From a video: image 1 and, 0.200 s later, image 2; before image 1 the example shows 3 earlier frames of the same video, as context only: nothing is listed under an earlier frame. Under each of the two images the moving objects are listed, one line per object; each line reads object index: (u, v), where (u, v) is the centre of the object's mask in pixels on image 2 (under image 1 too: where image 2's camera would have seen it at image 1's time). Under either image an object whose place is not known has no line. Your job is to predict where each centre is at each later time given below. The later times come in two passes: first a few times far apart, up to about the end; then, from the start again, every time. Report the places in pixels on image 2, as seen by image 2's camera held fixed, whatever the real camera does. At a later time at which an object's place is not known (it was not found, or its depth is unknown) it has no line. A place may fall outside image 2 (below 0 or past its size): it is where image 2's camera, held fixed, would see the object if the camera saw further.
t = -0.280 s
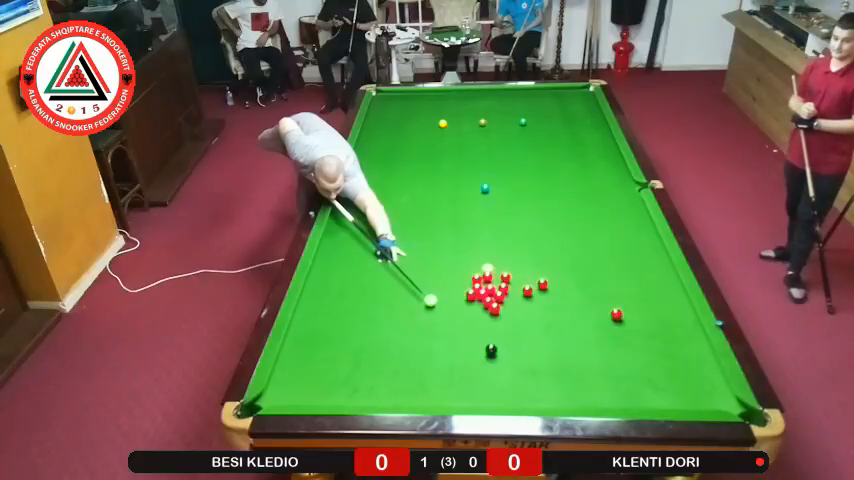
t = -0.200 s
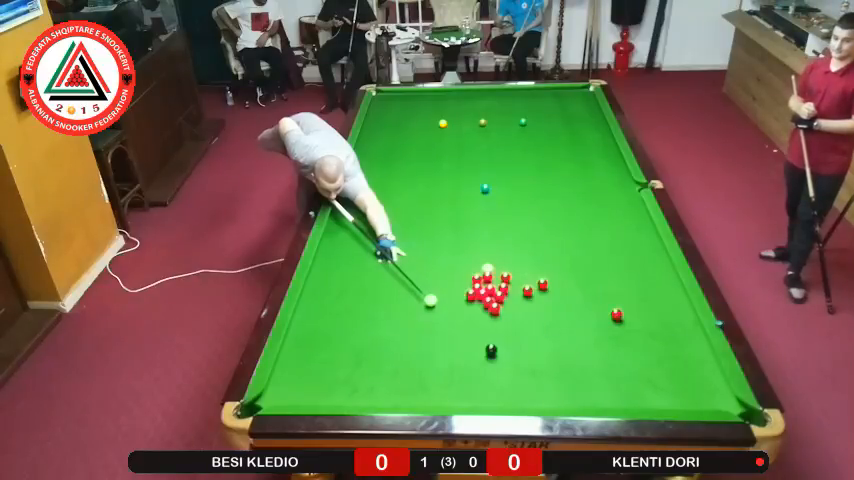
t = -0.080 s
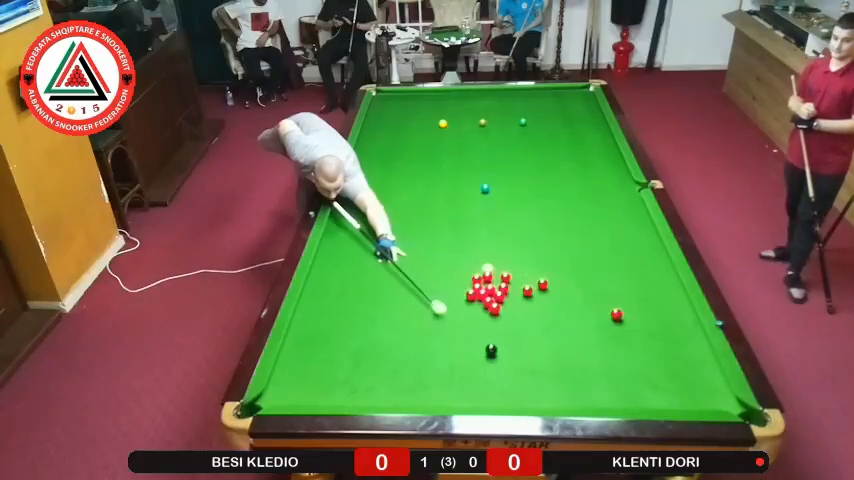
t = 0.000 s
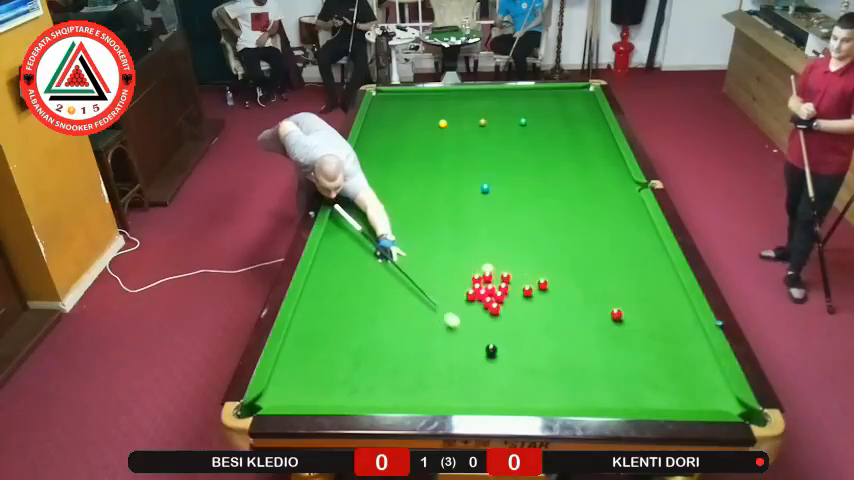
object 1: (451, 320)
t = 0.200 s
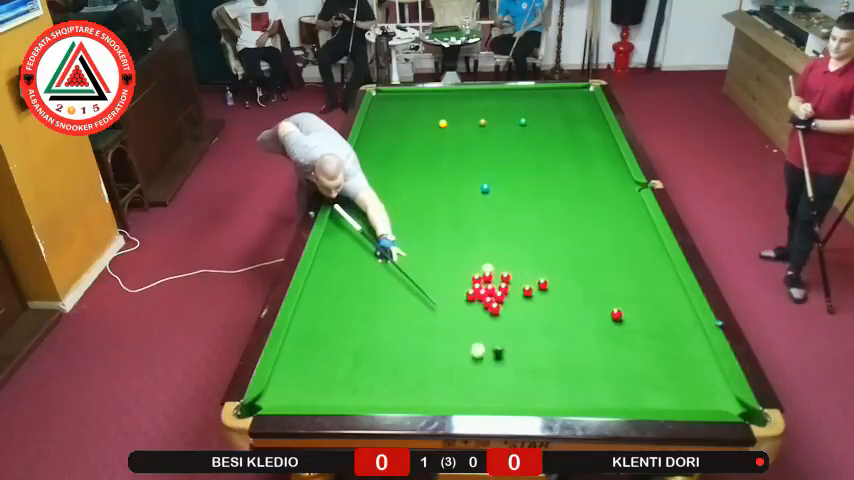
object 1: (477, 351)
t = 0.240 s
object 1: (477, 356)
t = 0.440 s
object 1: (478, 383)
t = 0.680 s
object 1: (477, 388)
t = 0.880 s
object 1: (474, 370)
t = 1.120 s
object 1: (471, 351)
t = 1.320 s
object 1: (468, 336)
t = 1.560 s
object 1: (466, 321)
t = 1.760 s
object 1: (463, 310)
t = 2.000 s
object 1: (461, 298)
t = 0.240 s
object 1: (477, 356)
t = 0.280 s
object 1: (477, 361)
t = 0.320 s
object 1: (477, 366)
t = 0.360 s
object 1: (477, 371)
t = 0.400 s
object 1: (478, 377)
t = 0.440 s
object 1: (478, 383)
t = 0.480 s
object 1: (478, 389)
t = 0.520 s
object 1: (478, 394)
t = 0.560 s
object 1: (479, 398)
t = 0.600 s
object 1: (478, 395)
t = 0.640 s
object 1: (477, 391)
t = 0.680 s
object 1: (477, 388)
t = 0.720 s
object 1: (476, 384)
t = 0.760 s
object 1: (476, 381)
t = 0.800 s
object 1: (475, 377)
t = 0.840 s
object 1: (474, 373)
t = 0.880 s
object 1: (474, 370)
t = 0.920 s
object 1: (473, 367)
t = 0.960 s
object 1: (473, 363)
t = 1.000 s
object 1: (472, 360)
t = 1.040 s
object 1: (472, 357)
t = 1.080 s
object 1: (471, 354)
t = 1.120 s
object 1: (471, 351)
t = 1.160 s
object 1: (470, 348)
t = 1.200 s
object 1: (470, 345)
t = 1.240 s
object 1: (469, 342)
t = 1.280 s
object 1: (469, 339)
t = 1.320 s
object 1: (468, 336)
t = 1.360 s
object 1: (468, 333)
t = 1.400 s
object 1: (467, 331)
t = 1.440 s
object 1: (467, 329)
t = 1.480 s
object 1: (467, 326)
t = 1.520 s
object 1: (466, 324)
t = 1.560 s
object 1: (466, 321)
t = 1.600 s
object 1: (465, 319)
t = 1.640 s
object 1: (465, 317)
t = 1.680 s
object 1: (464, 314)
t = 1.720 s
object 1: (464, 312)
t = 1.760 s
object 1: (463, 310)
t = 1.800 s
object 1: (463, 308)
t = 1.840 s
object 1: (462, 306)
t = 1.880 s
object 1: (462, 304)
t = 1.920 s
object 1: (461, 302)
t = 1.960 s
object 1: (461, 300)
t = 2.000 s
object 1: (461, 298)
